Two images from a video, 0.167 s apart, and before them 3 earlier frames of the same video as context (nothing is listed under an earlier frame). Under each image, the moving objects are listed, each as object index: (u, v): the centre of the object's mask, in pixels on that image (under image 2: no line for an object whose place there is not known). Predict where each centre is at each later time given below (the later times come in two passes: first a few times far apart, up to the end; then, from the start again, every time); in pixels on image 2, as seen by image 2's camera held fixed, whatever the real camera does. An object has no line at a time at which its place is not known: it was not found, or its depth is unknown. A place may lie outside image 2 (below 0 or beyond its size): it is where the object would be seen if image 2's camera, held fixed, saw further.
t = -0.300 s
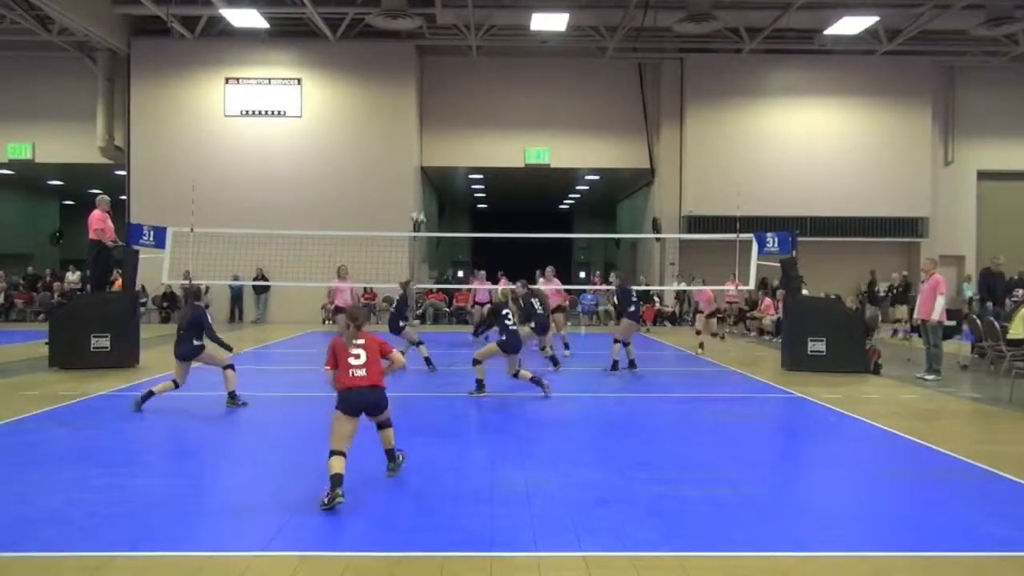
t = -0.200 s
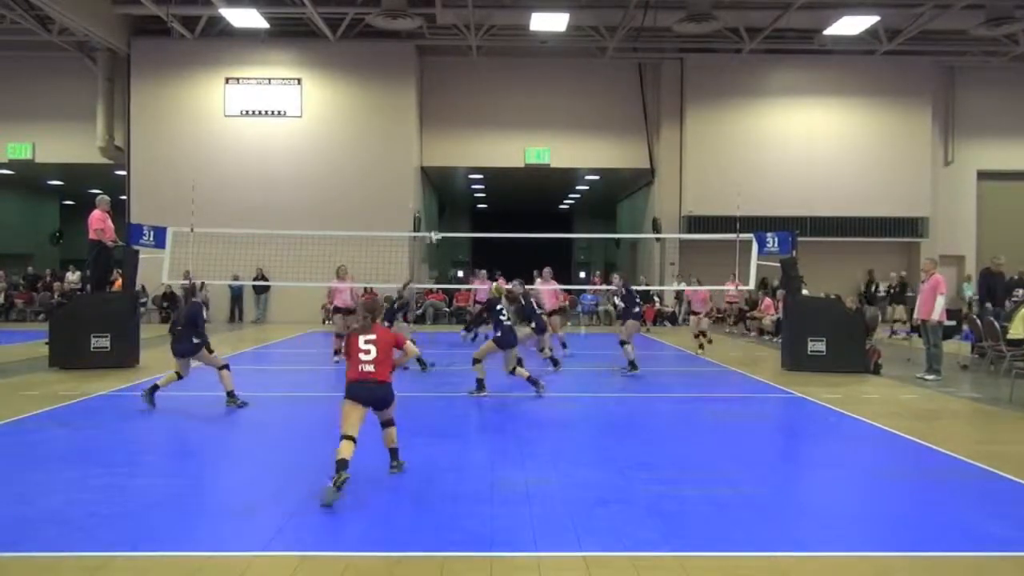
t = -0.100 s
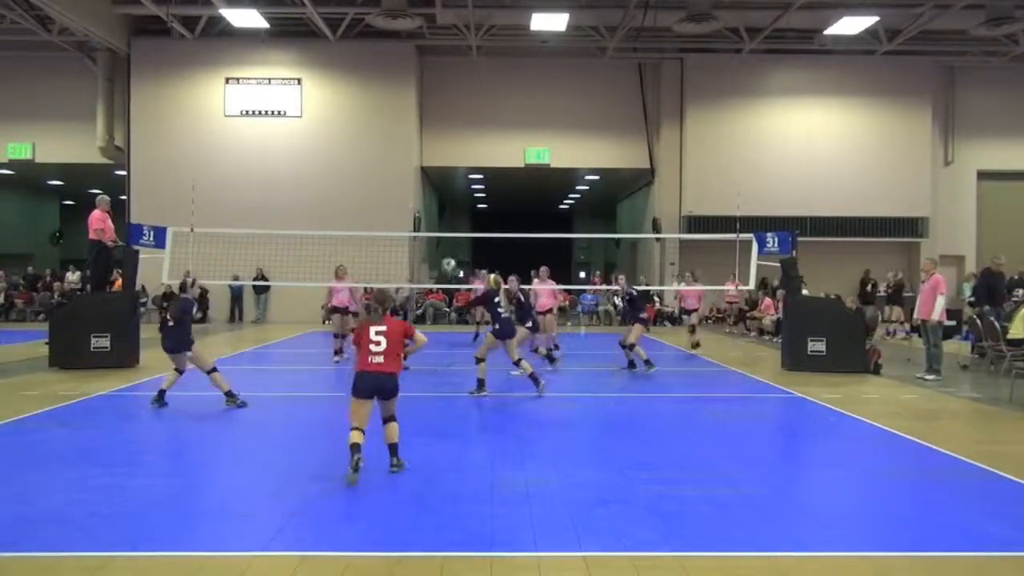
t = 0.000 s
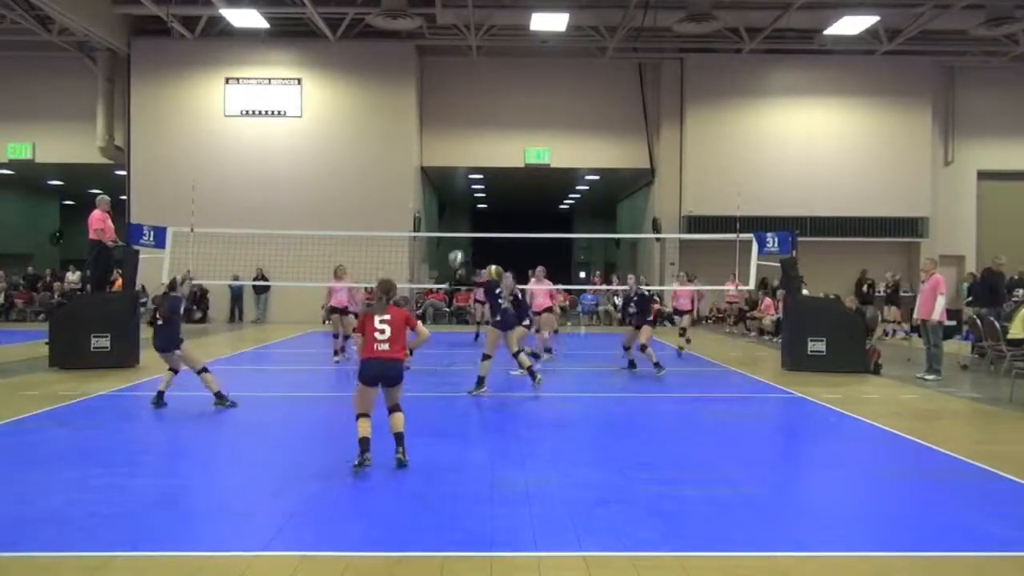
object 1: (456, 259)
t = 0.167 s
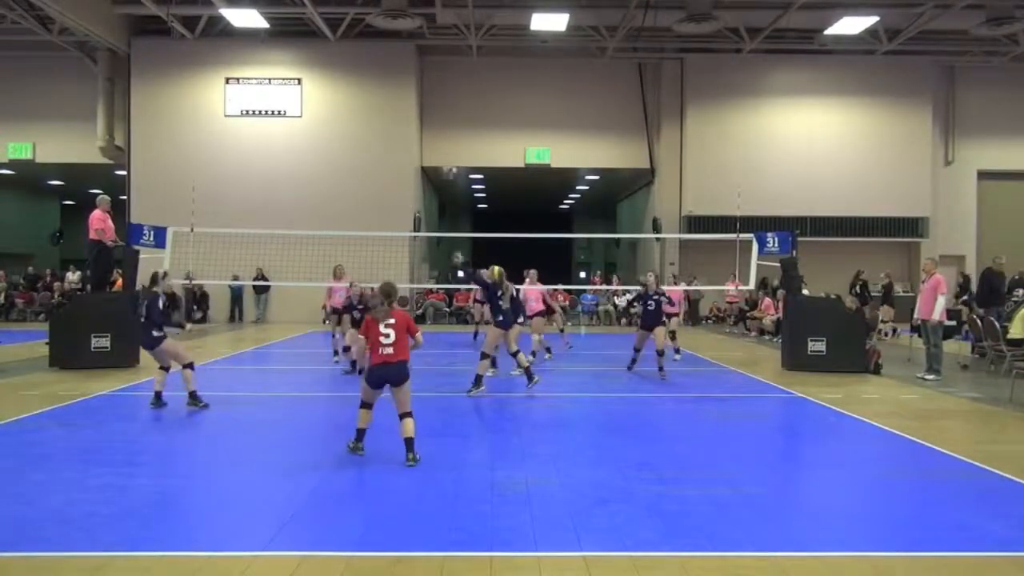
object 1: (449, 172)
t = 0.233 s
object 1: (445, 140)
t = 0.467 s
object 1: (436, 62)
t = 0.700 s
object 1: (426, 31)
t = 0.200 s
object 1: (446, 159)
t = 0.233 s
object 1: (445, 140)
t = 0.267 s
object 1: (446, 125)
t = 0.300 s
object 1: (446, 115)
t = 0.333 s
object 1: (442, 103)
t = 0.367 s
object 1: (441, 92)
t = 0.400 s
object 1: (439, 78)
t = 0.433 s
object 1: (437, 71)
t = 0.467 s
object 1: (436, 62)
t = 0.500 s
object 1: (435, 56)
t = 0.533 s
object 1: (433, 51)
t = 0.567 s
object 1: (432, 44)
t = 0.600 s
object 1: (430, 39)
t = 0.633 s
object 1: (428, 36)
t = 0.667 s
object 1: (427, 33)
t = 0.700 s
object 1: (426, 31)
